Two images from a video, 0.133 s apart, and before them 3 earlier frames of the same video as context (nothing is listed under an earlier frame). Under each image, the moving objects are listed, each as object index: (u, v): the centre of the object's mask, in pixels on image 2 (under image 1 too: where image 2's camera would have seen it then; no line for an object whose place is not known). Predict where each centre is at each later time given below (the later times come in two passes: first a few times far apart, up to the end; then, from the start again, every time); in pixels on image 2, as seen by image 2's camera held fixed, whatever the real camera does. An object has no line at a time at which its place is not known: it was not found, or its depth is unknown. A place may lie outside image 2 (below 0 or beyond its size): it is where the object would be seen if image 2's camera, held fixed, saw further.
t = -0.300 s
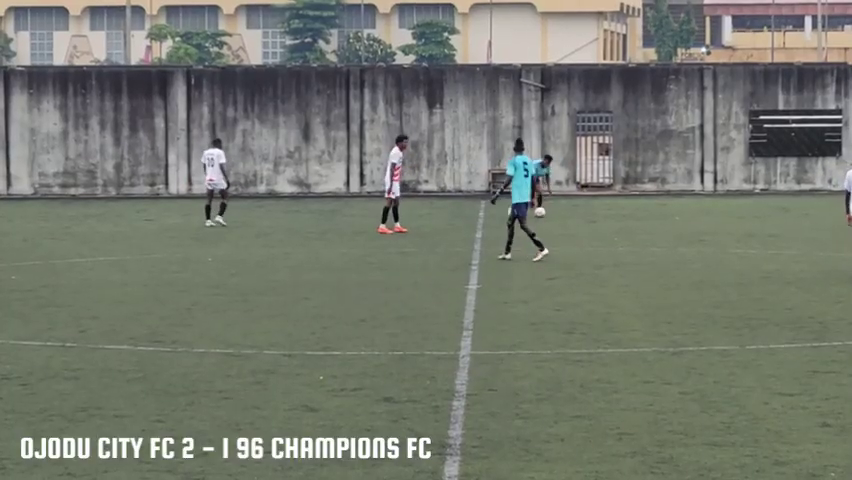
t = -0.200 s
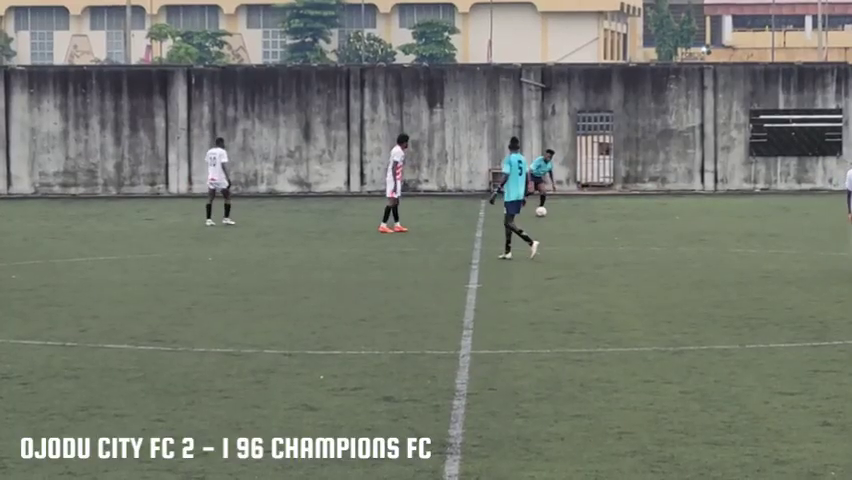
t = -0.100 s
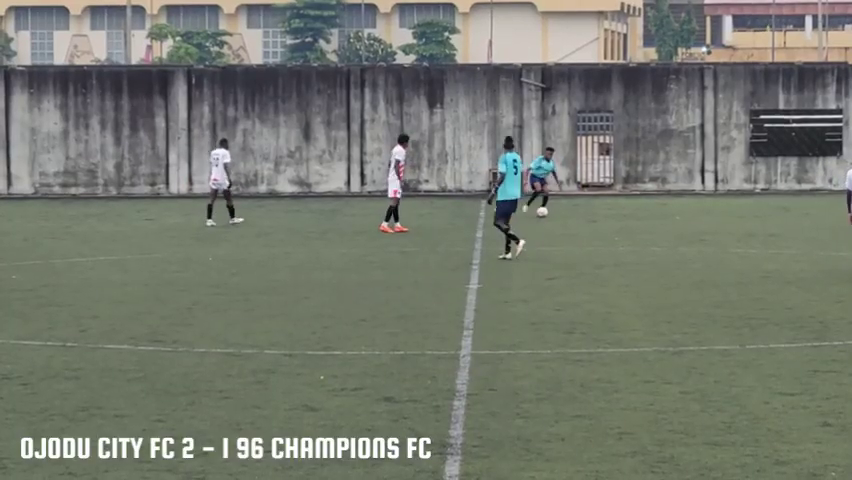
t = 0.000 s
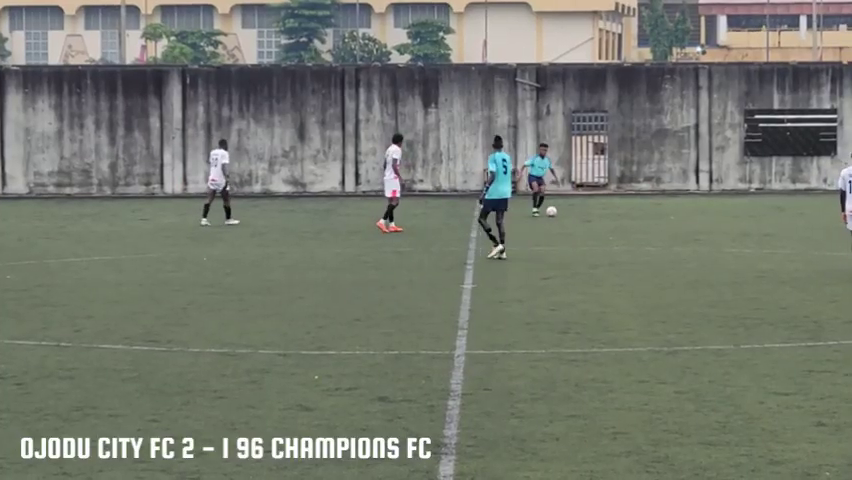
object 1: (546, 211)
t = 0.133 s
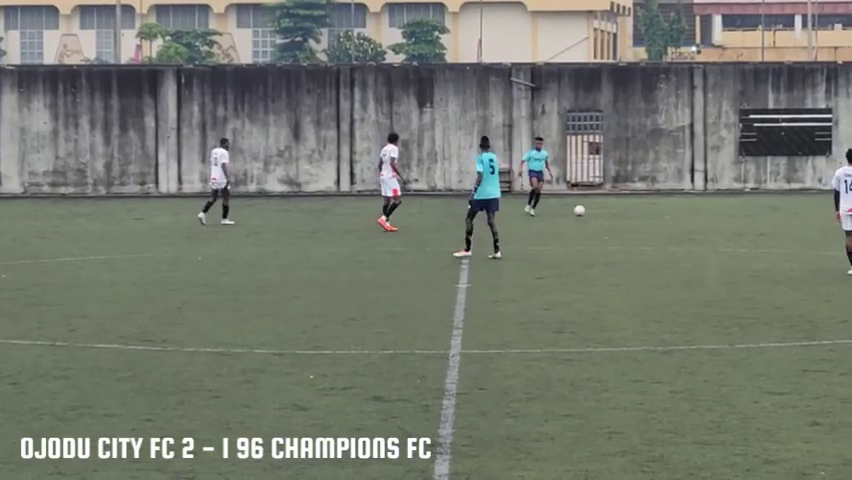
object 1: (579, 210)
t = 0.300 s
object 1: (615, 209)
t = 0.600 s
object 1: (666, 209)
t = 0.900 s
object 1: (711, 209)
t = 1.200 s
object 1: (755, 209)
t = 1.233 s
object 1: (759, 209)
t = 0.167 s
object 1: (587, 210)
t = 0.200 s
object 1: (594, 210)
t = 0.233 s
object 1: (601, 210)
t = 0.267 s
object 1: (608, 210)
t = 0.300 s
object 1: (615, 209)
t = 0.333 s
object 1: (621, 210)
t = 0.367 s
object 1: (627, 210)
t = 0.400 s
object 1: (634, 209)
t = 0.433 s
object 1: (639, 209)
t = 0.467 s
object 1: (645, 209)
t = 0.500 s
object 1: (651, 209)
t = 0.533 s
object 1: (656, 209)
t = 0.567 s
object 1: (661, 209)
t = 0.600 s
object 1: (666, 209)
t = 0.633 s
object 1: (671, 209)
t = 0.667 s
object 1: (677, 209)
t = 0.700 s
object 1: (682, 209)
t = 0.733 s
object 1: (687, 209)
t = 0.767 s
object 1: (692, 209)
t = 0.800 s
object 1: (697, 209)
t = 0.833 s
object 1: (701, 210)
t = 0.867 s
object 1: (706, 209)
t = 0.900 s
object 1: (711, 209)
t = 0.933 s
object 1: (716, 209)
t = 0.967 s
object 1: (721, 209)
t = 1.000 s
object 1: (726, 209)
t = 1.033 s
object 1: (731, 209)
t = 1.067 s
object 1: (736, 209)
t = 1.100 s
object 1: (740, 209)
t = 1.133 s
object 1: (745, 209)
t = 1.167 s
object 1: (750, 208)
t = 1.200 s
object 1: (755, 209)
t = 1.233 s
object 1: (759, 209)
